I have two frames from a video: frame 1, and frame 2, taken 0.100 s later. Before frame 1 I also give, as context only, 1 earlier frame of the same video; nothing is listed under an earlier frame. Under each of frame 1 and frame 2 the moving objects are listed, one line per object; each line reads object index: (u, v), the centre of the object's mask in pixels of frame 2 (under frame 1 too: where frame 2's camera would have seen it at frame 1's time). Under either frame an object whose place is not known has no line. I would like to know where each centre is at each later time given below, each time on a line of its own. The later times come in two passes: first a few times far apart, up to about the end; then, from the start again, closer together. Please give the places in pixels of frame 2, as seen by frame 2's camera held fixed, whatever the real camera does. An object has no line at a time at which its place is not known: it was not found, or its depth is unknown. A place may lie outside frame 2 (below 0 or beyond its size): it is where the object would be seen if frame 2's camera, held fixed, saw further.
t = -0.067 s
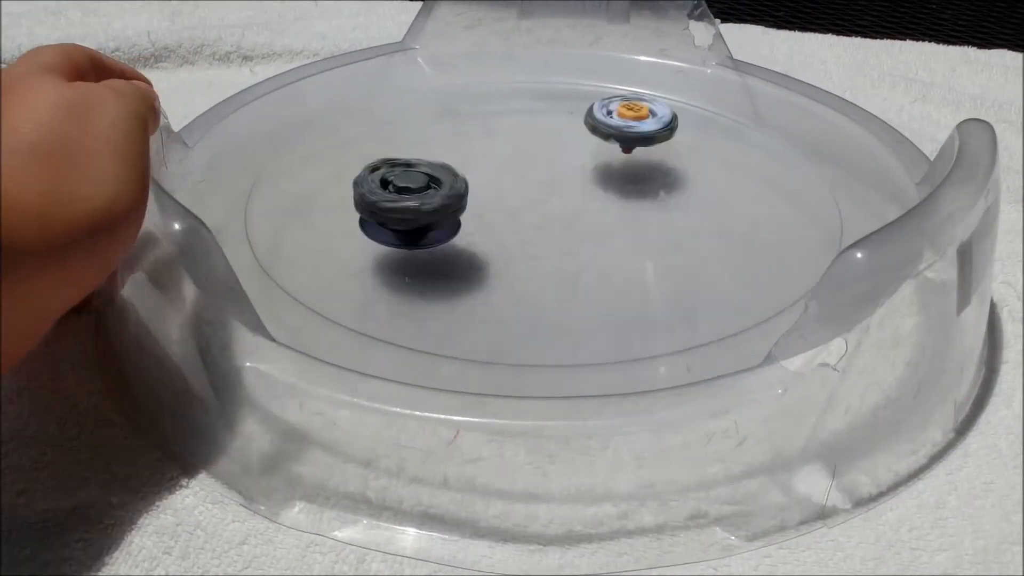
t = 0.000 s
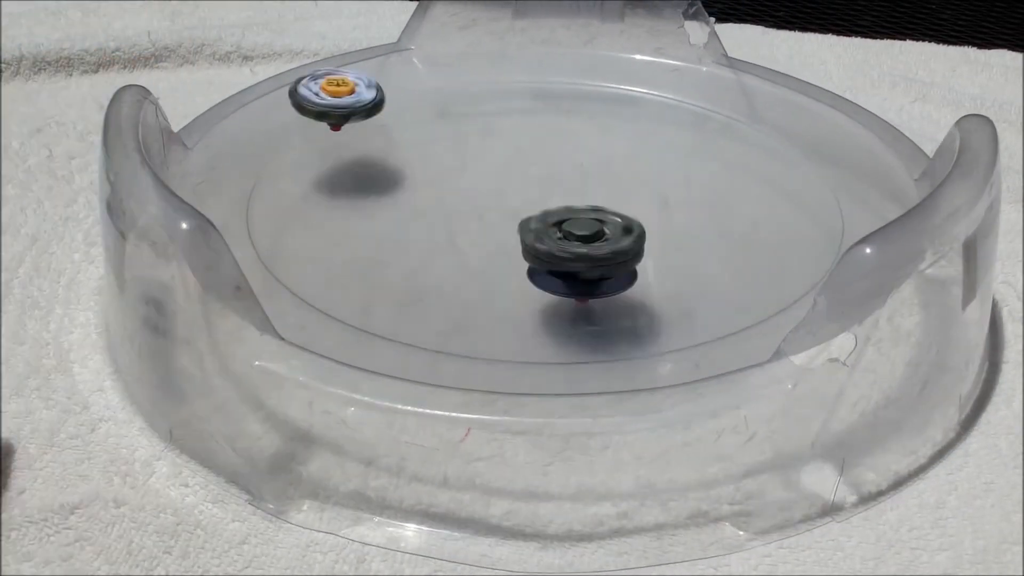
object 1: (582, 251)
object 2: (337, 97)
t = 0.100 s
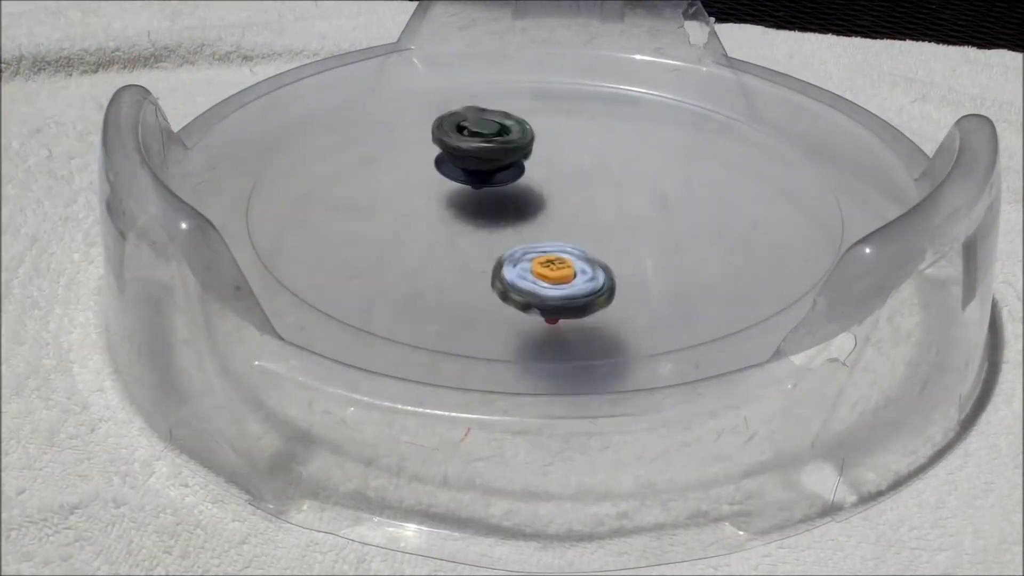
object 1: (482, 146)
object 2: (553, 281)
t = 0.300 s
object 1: (566, 141)
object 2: (308, 217)
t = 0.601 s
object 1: (416, 176)
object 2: (536, 288)
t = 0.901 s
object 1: (508, 219)
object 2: (686, 216)
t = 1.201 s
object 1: (521, 144)
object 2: (716, 188)
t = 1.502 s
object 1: (442, 219)
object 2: (566, 117)
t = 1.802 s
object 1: (574, 171)
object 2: (459, 118)
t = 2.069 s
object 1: (419, 176)
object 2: (395, 112)
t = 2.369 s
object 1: (591, 192)
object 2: (339, 172)
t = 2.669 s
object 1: (420, 170)
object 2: (436, 259)
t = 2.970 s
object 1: (558, 168)
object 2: (401, 192)
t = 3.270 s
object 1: (424, 183)
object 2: (528, 154)
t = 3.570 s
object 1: (506, 218)
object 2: (508, 155)
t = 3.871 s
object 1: (529, 164)
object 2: (539, 229)
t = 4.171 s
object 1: (429, 179)
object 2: (611, 168)
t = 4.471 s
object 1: (488, 191)
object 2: (592, 187)
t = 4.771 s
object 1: (469, 197)
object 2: (570, 180)
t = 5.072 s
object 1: (480, 187)
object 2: (561, 162)
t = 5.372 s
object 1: (450, 193)
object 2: (582, 188)
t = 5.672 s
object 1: (459, 190)
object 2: (583, 198)
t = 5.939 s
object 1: (495, 185)
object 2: (597, 198)
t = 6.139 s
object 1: (496, 186)
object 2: (597, 200)
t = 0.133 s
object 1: (388, 151)
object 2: (696, 228)
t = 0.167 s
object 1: (349, 185)
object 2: (685, 147)
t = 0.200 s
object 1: (418, 228)
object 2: (566, 94)
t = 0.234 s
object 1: (529, 228)
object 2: (417, 91)
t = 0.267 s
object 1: (586, 189)
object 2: (308, 136)
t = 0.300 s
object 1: (566, 141)
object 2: (308, 217)
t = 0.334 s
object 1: (494, 117)
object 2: (464, 281)
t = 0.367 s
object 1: (422, 138)
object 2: (657, 264)
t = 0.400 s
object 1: (421, 188)
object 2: (716, 189)
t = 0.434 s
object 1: (497, 226)
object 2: (637, 123)
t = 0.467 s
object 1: (599, 226)
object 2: (493, 96)
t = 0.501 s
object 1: (640, 190)
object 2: (353, 118)
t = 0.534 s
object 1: (586, 158)
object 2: (283, 179)
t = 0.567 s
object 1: (492, 154)
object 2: (348, 257)
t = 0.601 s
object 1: (416, 176)
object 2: (536, 288)
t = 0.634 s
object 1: (398, 215)
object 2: (683, 242)
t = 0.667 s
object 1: (467, 245)
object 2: (679, 166)
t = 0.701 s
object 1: (554, 232)
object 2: (572, 111)
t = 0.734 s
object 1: (569, 189)
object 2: (427, 97)
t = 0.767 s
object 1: (517, 149)
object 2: (307, 126)
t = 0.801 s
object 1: (438, 133)
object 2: (275, 194)
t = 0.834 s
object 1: (381, 154)
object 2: (385, 264)
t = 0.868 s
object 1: (413, 198)
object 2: (580, 275)
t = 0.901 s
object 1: (508, 219)
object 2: (686, 216)
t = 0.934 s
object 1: (592, 200)
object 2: (657, 142)
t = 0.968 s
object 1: (606, 160)
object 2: (541, 97)
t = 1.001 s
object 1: (545, 136)
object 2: (404, 97)
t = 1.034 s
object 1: (467, 151)
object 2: (309, 142)
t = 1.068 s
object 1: (435, 192)
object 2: (321, 218)
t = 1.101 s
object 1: (492, 219)
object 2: (426, 288)
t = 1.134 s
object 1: (570, 206)
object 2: (597, 304)
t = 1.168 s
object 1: (580, 168)
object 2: (722, 256)
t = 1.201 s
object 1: (521, 144)
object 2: (716, 188)
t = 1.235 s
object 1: (451, 156)
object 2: (614, 138)
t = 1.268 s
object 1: (434, 194)
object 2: (474, 114)
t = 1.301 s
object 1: (489, 227)
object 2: (338, 119)
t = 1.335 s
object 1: (572, 223)
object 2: (264, 165)
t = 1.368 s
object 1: (591, 189)
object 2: (298, 237)
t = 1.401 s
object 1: (534, 161)
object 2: (453, 274)
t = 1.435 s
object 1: (454, 159)
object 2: (596, 247)
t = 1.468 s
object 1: (410, 186)
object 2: (628, 181)
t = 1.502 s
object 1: (442, 219)
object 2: (566, 117)
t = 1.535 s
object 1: (524, 224)
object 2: (452, 88)
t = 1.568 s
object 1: (566, 193)
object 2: (347, 106)
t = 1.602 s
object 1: (538, 160)
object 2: (320, 166)
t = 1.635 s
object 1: (469, 144)
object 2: (409, 237)
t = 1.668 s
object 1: (423, 165)
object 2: (571, 257)
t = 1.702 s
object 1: (444, 201)
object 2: (686, 213)
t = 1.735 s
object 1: (525, 221)
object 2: (684, 148)
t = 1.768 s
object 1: (587, 202)
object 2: (587, 115)
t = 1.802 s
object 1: (574, 171)
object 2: (459, 118)
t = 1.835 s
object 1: (504, 155)
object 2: (377, 171)
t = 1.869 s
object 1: (444, 172)
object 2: (382, 235)
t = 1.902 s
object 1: (436, 204)
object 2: (506, 277)
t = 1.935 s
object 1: (491, 230)
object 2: (649, 262)
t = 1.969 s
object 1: (561, 218)
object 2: (679, 204)
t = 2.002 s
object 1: (546, 189)
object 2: (630, 143)
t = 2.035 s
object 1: (480, 172)
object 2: (517, 110)
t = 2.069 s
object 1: (419, 176)
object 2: (395, 112)
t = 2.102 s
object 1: (414, 201)
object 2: (316, 155)
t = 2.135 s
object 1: (478, 212)
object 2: (332, 221)
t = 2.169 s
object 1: (531, 192)
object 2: (461, 270)
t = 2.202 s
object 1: (531, 161)
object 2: (610, 256)
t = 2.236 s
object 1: (486, 143)
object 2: (666, 198)
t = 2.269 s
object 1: (453, 163)
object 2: (621, 140)
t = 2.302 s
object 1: (479, 194)
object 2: (514, 111)
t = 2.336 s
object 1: (544, 207)
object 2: (400, 121)
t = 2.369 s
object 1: (591, 192)
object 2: (339, 172)
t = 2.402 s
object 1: (562, 170)
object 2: (386, 238)
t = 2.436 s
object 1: (497, 173)
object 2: (526, 268)
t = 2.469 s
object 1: (456, 196)
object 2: (646, 238)
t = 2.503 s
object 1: (467, 223)
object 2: (659, 179)
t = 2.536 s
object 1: (520, 225)
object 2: (583, 134)
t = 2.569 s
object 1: (539, 200)
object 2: (468, 121)
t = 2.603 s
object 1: (507, 172)
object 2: (370, 148)
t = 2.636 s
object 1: (454, 159)
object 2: (346, 205)
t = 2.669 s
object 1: (420, 170)
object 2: (436, 259)
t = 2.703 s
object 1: (449, 194)
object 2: (577, 262)
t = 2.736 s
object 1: (513, 200)
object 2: (646, 214)
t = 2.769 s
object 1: (488, 185)
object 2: (746, 137)
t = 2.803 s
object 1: (428, 178)
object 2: (749, 90)
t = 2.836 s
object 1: (395, 187)
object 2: (697, 67)
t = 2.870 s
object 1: (429, 202)
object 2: (618, 68)
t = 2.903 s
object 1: (485, 197)
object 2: (529, 108)
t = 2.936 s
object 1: (530, 184)
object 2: (454, 147)
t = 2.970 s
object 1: (558, 168)
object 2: (401, 192)
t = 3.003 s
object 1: (535, 160)
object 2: (391, 242)
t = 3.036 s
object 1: (508, 179)
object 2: (453, 282)
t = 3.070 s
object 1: (514, 204)
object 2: (565, 289)
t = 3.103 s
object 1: (533, 211)
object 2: (646, 261)
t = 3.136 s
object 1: (495, 179)
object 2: (736, 252)
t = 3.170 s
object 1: (456, 157)
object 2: (724, 217)
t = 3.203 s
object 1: (419, 146)
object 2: (644, 193)
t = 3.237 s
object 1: (417, 161)
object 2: (548, 176)
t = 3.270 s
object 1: (424, 183)
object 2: (528, 154)
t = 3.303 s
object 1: (466, 204)
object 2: (468, 134)
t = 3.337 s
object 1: (523, 208)
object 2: (400, 138)
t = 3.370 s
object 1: (567, 196)
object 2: (381, 174)
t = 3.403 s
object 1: (571, 176)
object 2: (434, 212)
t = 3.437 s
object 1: (531, 162)
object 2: (521, 229)
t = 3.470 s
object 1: (486, 176)
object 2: (599, 215)
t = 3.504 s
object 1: (460, 194)
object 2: (626, 182)
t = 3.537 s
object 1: (468, 213)
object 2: (582, 155)
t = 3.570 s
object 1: (506, 218)
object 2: (508, 155)
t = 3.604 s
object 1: (543, 216)
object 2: (434, 153)
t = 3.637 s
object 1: (582, 214)
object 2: (369, 138)
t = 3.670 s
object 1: (575, 200)
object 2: (326, 156)
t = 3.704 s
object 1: (532, 188)
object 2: (357, 195)
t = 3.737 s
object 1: (513, 176)
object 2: (382, 218)
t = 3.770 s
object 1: (537, 157)
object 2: (353, 238)
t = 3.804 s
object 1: (550, 144)
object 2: (416, 254)
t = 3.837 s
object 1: (544, 149)
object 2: (486, 249)
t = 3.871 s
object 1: (529, 164)
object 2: (539, 229)
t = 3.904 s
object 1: (507, 161)
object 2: (569, 257)
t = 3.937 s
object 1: (483, 169)
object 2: (612, 254)
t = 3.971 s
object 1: (475, 185)
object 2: (613, 235)
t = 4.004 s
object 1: (468, 197)
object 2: (610, 221)
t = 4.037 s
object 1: (438, 193)
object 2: (642, 211)
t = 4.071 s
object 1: (423, 187)
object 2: (629, 196)
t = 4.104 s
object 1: (435, 183)
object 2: (589, 188)
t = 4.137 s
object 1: (452, 180)
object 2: (563, 177)
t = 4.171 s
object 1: (429, 179)
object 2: (611, 168)
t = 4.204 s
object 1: (439, 183)
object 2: (620, 167)
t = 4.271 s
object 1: (444, 184)
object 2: (620, 171)
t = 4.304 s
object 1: (451, 185)
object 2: (618, 175)
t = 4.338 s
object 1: (459, 186)
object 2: (616, 178)
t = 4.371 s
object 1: (467, 187)
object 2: (613, 181)
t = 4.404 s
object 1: (474, 188)
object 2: (607, 184)
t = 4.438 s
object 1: (481, 190)
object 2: (599, 187)
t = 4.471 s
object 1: (488, 191)
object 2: (592, 187)
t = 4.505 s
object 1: (493, 193)
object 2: (591, 188)
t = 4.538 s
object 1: (486, 196)
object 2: (601, 186)
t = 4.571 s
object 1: (482, 198)
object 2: (606, 186)
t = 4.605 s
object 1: (482, 199)
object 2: (607, 186)
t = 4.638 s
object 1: (480, 200)
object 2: (604, 185)
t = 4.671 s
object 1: (478, 199)
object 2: (595, 184)
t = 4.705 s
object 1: (475, 198)
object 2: (584, 182)
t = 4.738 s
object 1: (472, 198)
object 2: (576, 180)
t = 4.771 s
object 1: (469, 197)
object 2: (570, 180)
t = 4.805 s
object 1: (469, 196)
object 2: (567, 178)
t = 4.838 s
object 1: (467, 195)
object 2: (566, 177)
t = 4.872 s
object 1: (467, 193)
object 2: (563, 175)
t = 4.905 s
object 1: (468, 192)
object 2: (561, 173)
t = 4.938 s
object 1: (469, 191)
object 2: (560, 171)
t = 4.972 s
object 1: (470, 189)
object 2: (559, 170)
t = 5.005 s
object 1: (474, 188)
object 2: (559, 168)
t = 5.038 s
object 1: (477, 188)
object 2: (560, 165)
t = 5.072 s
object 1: (480, 187)
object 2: (561, 162)
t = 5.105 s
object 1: (484, 185)
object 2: (564, 161)
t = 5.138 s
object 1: (486, 187)
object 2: (567, 161)
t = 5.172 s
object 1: (486, 188)
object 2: (567, 164)
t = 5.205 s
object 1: (479, 189)
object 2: (571, 167)
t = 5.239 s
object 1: (469, 193)
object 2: (582, 171)
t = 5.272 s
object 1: (461, 195)
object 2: (586, 175)
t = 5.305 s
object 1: (453, 194)
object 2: (586, 178)
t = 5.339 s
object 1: (451, 193)
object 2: (584, 182)
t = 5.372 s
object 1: (450, 193)
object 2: (582, 188)
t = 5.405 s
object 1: (449, 194)
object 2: (582, 191)
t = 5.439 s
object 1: (448, 193)
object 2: (582, 193)
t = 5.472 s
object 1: (450, 193)
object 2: (583, 197)
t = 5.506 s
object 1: (450, 193)
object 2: (584, 198)
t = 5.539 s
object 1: (450, 193)
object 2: (586, 199)
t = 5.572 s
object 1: (450, 192)
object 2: (587, 200)
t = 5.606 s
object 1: (452, 192)
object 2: (587, 200)
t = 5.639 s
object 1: (455, 190)
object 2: (586, 199)
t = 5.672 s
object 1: (459, 190)
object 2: (583, 198)
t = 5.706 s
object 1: (464, 189)
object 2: (580, 197)
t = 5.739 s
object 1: (471, 189)
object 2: (577, 195)
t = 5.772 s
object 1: (479, 189)
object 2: (577, 193)
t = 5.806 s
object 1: (488, 189)
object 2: (578, 191)
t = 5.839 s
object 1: (496, 188)
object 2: (581, 188)
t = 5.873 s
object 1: (497, 184)
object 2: (589, 193)
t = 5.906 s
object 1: (496, 183)
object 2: (594, 197)
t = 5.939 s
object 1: (495, 185)
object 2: (597, 198)
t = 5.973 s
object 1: (494, 186)
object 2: (598, 197)
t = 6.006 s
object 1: (495, 186)
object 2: (596, 198)
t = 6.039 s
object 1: (494, 186)
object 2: (595, 198)
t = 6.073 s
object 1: (494, 186)
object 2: (596, 199)
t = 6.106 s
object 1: (495, 186)
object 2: (597, 200)
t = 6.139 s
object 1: (496, 186)
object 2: (597, 200)
